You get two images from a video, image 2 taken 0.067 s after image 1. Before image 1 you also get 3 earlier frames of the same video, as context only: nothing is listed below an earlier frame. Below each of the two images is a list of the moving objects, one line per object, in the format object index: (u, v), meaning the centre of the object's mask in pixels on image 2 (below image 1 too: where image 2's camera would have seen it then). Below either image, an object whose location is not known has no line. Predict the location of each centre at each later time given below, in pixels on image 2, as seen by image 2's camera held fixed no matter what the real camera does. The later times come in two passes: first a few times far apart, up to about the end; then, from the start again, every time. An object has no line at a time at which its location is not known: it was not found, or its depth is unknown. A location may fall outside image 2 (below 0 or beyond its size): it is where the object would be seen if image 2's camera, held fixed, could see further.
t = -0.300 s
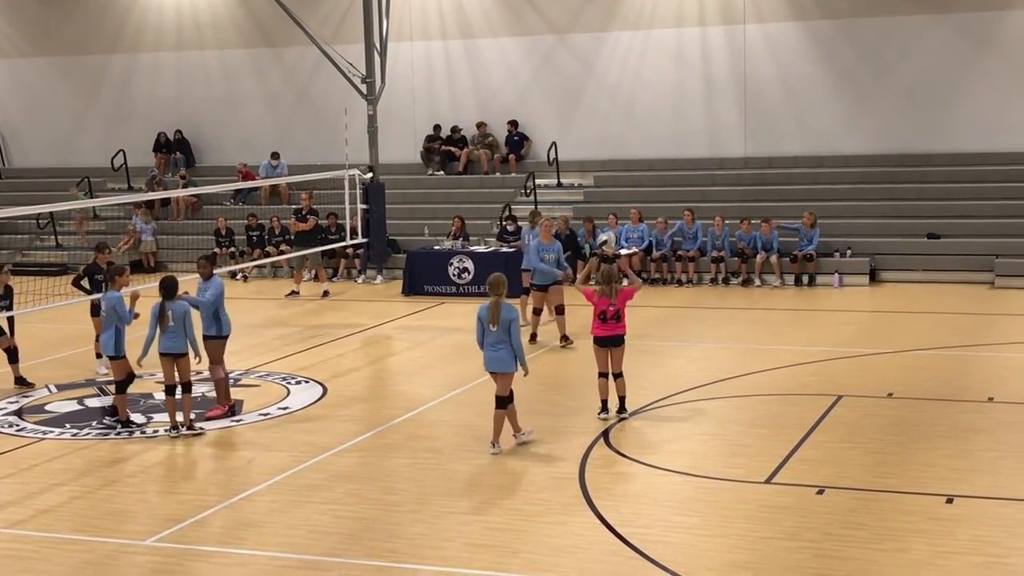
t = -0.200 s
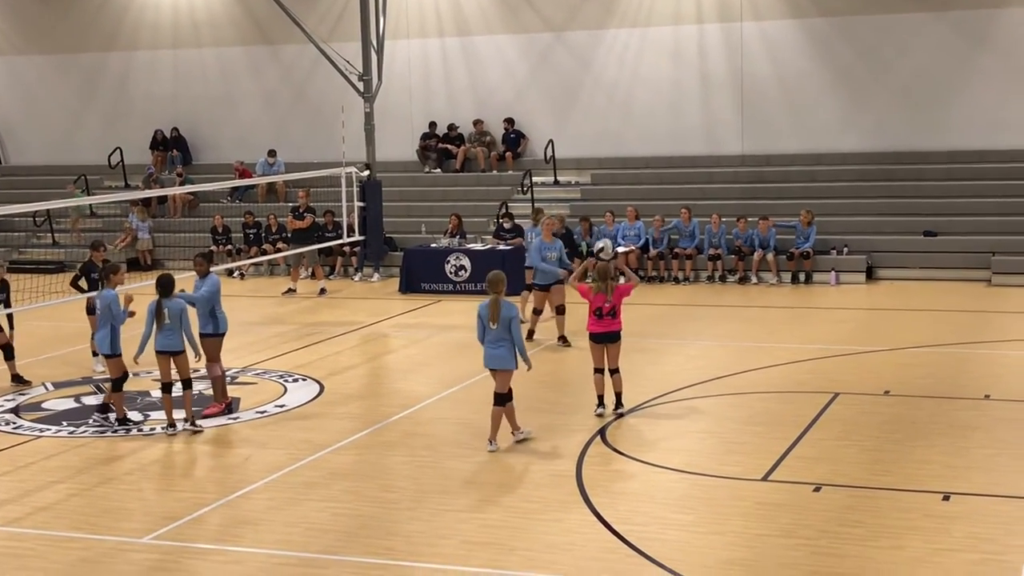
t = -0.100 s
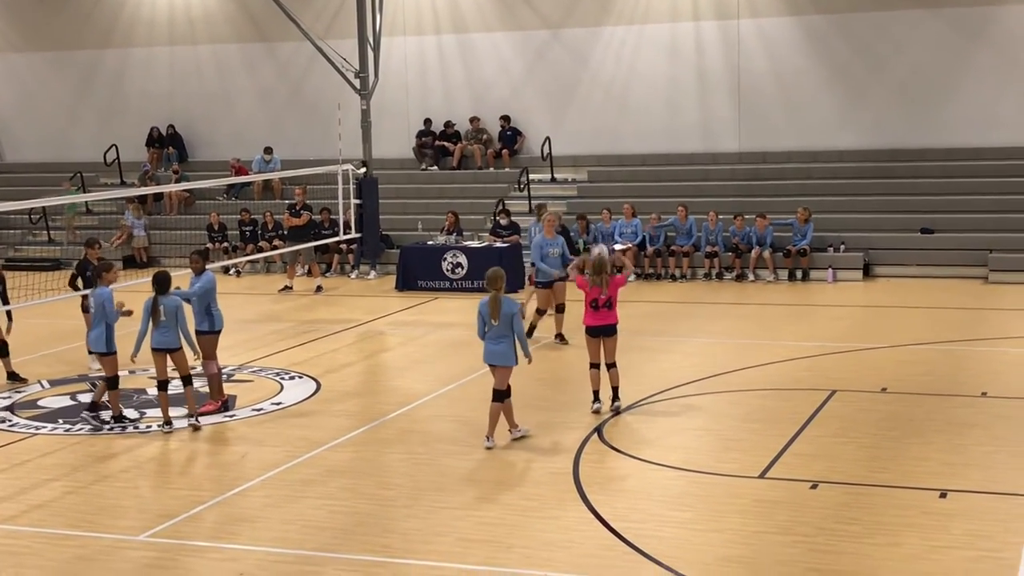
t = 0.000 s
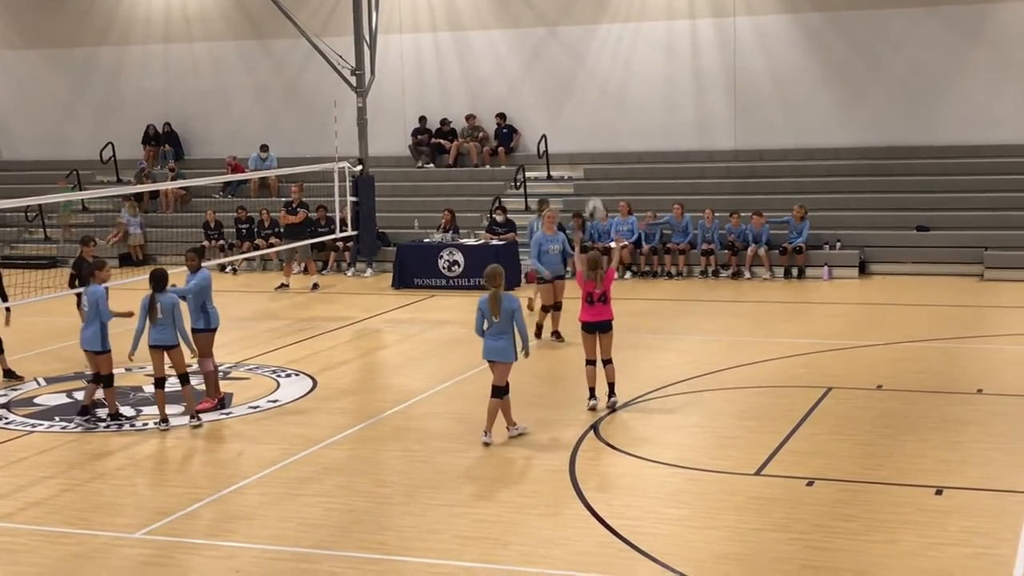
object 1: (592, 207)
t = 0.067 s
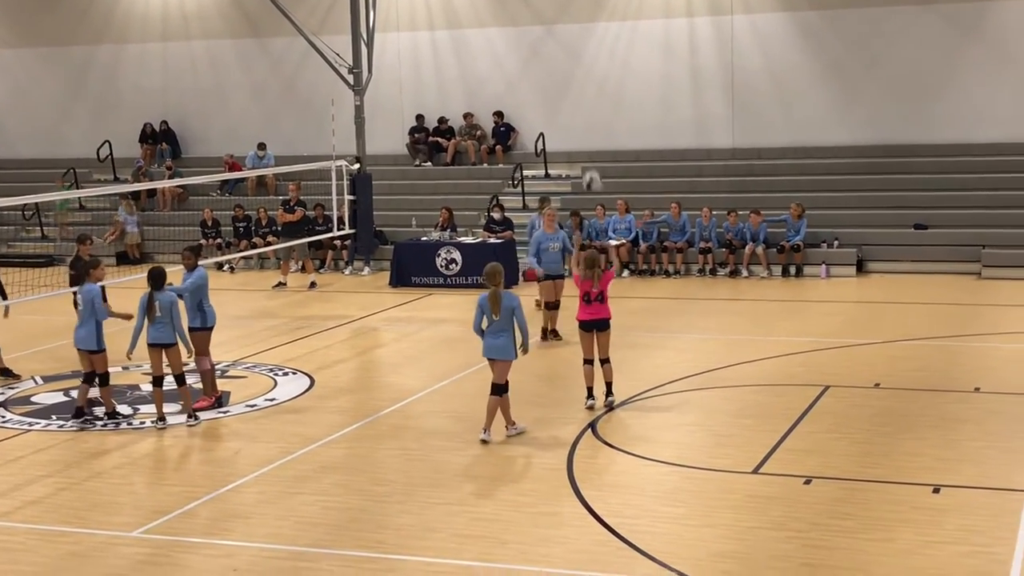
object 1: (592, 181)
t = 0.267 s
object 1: (591, 131)
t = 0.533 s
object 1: (589, 125)
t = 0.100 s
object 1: (592, 169)
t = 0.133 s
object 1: (591, 160)
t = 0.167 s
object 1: (592, 151)
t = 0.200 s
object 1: (591, 143)
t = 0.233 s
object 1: (591, 137)
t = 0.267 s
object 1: (591, 131)
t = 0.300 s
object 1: (591, 128)
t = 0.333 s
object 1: (591, 124)
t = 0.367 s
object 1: (591, 122)
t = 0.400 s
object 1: (590, 120)
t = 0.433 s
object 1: (590, 120)
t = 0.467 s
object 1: (590, 121)
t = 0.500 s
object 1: (589, 123)
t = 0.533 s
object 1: (589, 125)
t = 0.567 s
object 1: (589, 129)
